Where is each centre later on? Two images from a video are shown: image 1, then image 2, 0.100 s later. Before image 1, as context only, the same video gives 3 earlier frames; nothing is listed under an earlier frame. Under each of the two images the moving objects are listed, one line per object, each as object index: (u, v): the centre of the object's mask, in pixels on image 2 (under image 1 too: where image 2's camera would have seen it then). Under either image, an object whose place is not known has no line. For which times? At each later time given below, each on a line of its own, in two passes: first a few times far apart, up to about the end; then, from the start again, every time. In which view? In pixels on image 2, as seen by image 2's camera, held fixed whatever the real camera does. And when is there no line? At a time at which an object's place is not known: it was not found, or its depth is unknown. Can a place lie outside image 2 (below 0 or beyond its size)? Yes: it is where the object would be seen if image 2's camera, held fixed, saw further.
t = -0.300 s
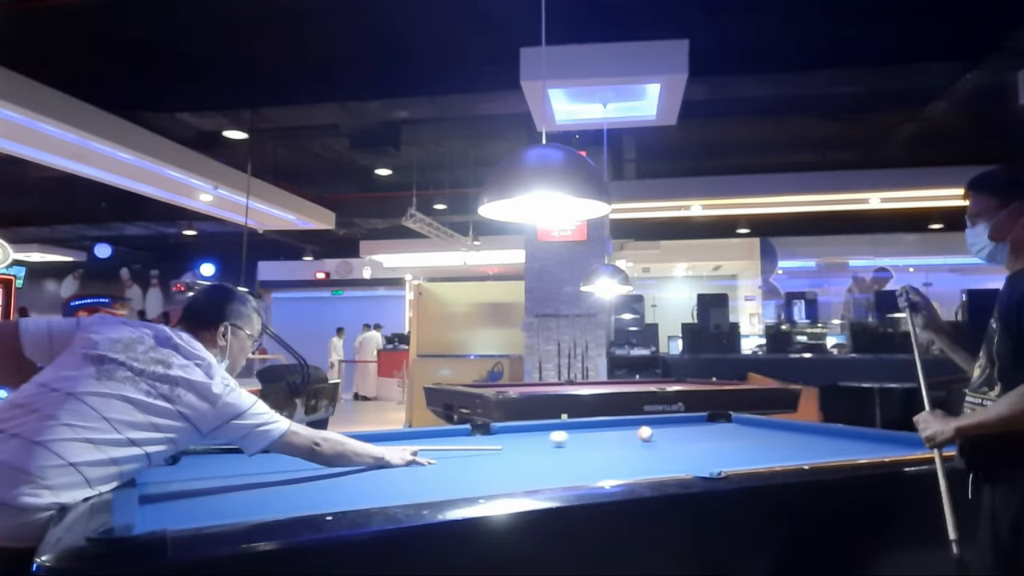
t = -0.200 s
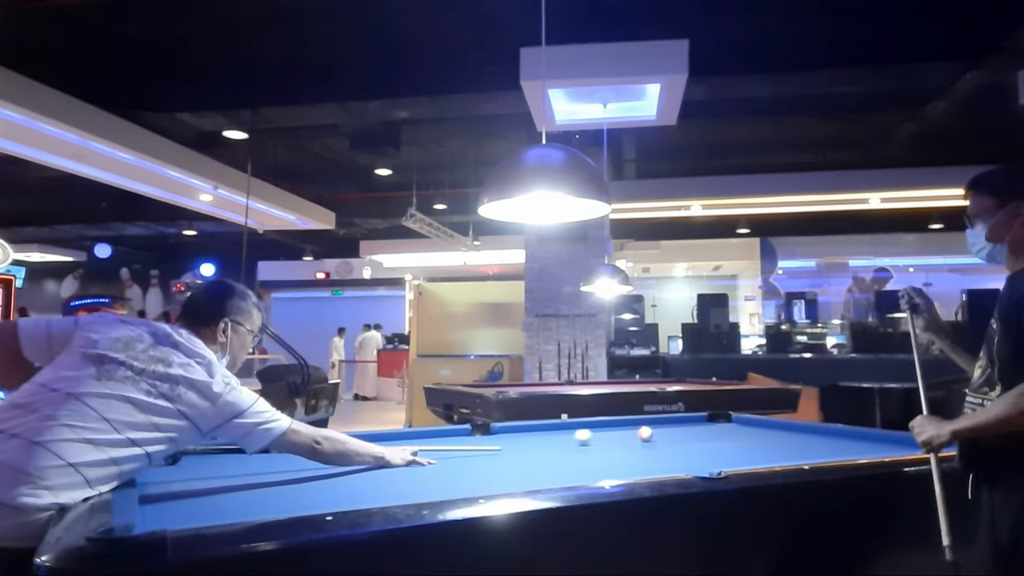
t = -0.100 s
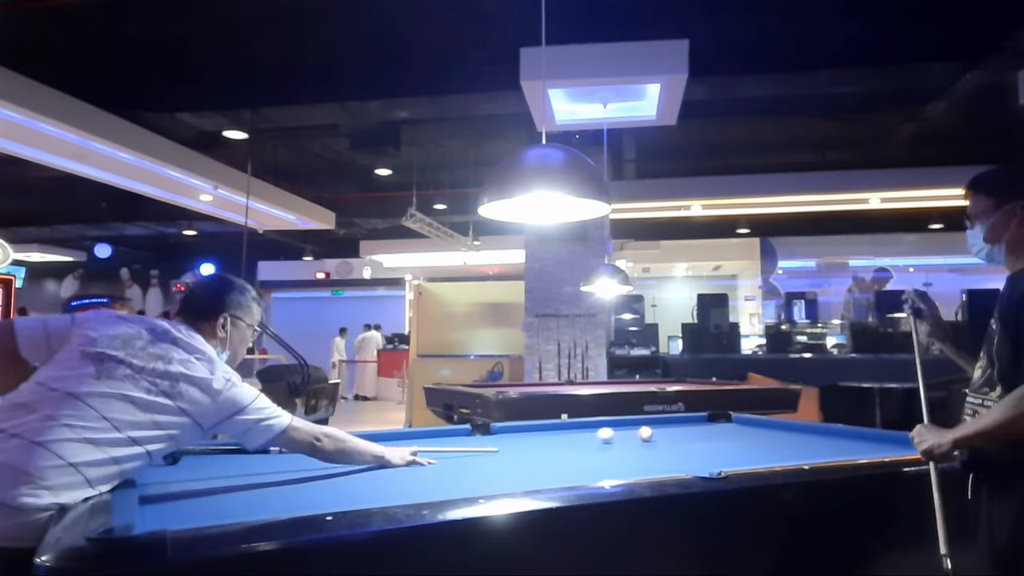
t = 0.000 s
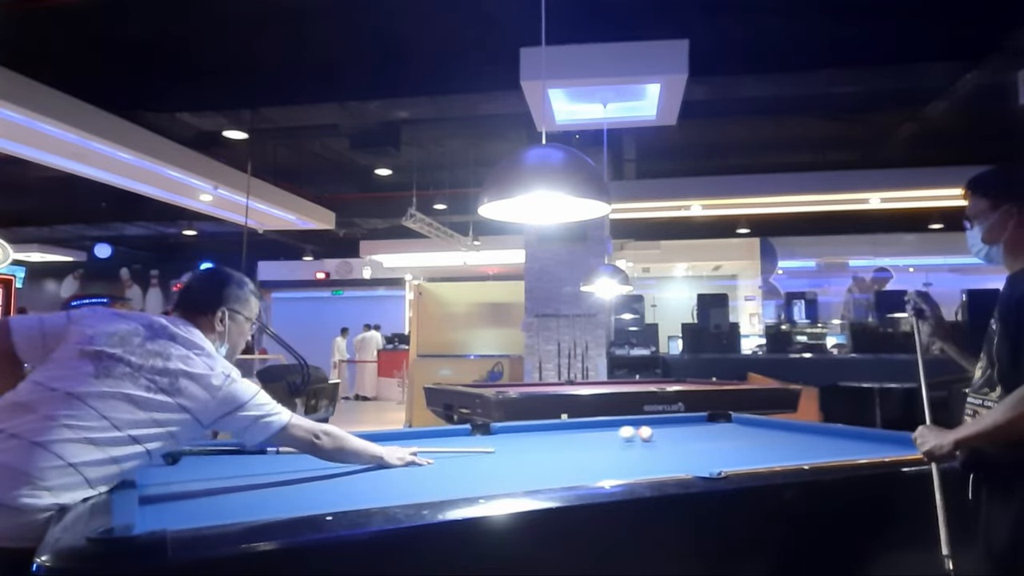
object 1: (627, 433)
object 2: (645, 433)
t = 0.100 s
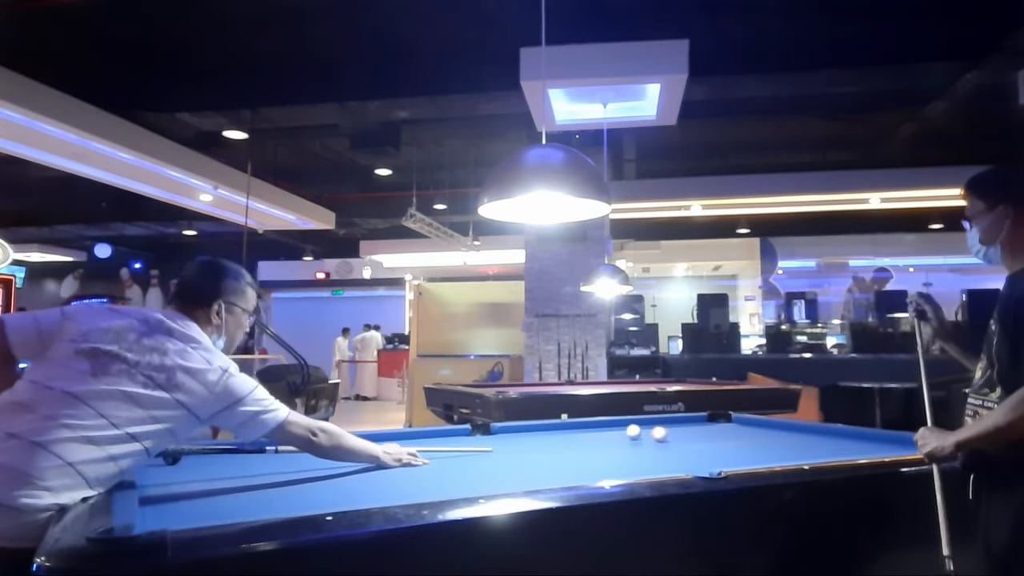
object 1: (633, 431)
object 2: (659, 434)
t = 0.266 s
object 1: (642, 428)
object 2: (681, 434)
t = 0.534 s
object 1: (654, 425)
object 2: (716, 434)
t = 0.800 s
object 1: (664, 422)
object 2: (749, 435)
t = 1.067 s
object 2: (780, 436)
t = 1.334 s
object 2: (809, 436)
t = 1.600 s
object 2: (837, 436)
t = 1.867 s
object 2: (863, 437)
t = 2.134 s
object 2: (886, 437)
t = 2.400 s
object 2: (895, 438)
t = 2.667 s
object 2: (892, 439)
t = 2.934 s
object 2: (891, 440)
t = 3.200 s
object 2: (890, 441)
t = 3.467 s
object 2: (889, 441)
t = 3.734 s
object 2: (888, 442)
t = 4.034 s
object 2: (887, 441)
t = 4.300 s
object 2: (887, 441)
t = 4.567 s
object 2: (886, 441)
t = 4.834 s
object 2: (886, 441)
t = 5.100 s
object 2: (886, 441)
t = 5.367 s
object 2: (886, 441)
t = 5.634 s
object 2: (886, 441)
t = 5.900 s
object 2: (887, 441)
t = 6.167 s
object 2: (887, 442)
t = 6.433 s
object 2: (887, 441)
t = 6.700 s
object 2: (886, 441)
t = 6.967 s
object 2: (886, 441)
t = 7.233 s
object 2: (886, 441)
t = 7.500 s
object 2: (886, 441)
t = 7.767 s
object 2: (886, 441)
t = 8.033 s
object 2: (886, 441)
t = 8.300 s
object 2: (886, 441)
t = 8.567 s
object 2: (886, 441)
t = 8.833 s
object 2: (886, 441)
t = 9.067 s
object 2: (886, 442)
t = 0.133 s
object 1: (635, 431)
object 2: (664, 434)
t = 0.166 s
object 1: (637, 430)
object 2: (668, 434)
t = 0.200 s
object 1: (638, 430)
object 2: (673, 434)
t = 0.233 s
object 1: (640, 429)
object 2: (677, 434)
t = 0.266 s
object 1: (642, 428)
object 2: (681, 434)
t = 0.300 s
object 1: (643, 428)
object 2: (686, 434)
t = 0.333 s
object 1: (645, 428)
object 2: (691, 434)
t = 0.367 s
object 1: (646, 427)
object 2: (694, 434)
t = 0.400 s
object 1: (648, 427)
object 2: (699, 434)
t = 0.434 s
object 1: (649, 426)
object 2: (703, 434)
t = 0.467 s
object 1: (651, 426)
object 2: (707, 434)
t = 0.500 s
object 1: (652, 425)
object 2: (712, 434)
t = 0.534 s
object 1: (654, 425)
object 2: (716, 434)
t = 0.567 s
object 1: (655, 424)
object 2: (720, 434)
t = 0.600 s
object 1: (656, 424)
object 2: (724, 434)
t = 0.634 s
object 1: (658, 424)
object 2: (728, 434)
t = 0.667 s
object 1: (659, 423)
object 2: (733, 435)
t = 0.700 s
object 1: (660, 423)
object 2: (737, 434)
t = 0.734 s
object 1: (662, 422)
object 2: (741, 435)
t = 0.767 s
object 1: (663, 422)
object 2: (745, 435)
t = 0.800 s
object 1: (664, 422)
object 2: (749, 435)
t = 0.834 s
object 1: (665, 421)
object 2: (753, 435)
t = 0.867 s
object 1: (667, 421)
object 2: (757, 435)
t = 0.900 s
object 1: (668, 421)
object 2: (761, 435)
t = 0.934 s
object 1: (669, 420)
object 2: (765, 436)
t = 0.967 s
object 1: (670, 420)
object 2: (769, 436)
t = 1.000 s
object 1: (671, 419)
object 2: (773, 436)
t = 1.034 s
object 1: (673, 419)
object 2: (776, 436)
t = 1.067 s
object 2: (780, 436)
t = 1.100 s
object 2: (784, 436)
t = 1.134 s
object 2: (788, 436)
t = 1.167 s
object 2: (792, 436)
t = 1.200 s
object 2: (795, 436)
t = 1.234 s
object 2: (799, 436)
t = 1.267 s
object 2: (802, 436)
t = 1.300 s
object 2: (806, 436)
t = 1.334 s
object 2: (809, 436)
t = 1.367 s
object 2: (813, 436)
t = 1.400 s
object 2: (817, 436)
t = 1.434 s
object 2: (820, 436)
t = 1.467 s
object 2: (823, 436)
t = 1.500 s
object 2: (827, 436)
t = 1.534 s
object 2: (830, 436)
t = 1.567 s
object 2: (834, 436)
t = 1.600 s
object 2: (837, 436)
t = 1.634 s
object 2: (841, 437)
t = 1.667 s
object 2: (844, 437)
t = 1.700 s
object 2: (847, 437)
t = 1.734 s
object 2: (850, 437)
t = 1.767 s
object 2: (854, 437)
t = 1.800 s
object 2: (856, 437)
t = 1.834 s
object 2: (860, 437)
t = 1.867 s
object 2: (863, 437)
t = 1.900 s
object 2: (866, 437)
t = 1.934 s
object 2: (869, 437)
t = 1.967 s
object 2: (871, 437)
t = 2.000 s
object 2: (874, 437)
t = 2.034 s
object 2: (878, 437)
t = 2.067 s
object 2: (881, 437)
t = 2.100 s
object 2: (883, 437)
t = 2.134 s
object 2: (886, 437)
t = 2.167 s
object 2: (889, 437)
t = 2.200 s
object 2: (892, 437)
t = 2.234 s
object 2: (894, 437)
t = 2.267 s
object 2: (895, 437)
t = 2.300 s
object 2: (895, 437)
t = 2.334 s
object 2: (895, 438)
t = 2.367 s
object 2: (895, 438)
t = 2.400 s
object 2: (895, 438)
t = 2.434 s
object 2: (894, 438)
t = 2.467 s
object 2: (894, 438)
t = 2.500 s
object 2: (894, 438)
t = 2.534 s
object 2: (893, 438)
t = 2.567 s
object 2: (893, 438)
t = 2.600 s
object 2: (893, 439)
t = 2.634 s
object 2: (893, 439)
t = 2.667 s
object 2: (892, 439)
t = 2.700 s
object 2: (892, 439)
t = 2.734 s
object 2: (893, 439)
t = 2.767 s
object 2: (892, 439)
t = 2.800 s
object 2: (892, 439)
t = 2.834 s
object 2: (892, 439)
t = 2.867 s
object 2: (891, 439)
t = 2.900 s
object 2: (891, 439)
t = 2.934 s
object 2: (891, 440)
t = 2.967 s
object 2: (891, 440)
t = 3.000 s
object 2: (891, 440)
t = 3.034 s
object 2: (890, 440)
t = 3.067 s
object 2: (890, 440)
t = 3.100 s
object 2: (890, 440)
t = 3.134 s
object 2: (891, 440)
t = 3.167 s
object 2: (890, 440)
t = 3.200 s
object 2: (890, 441)
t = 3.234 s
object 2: (890, 441)
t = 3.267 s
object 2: (890, 441)
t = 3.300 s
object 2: (890, 441)
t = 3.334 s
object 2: (889, 441)
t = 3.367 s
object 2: (889, 441)
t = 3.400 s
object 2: (889, 441)
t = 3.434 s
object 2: (889, 441)
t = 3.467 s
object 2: (889, 441)
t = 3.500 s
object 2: (889, 441)
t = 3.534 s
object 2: (889, 441)
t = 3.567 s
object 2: (888, 442)
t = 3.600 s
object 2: (888, 441)
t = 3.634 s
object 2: (888, 442)
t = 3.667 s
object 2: (888, 442)
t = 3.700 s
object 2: (888, 441)
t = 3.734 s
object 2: (888, 442)
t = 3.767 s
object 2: (888, 441)
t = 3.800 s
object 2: (887, 442)
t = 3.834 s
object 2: (888, 441)
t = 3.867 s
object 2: (887, 442)
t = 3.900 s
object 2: (887, 441)
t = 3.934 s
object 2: (887, 442)
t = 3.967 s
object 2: (887, 442)
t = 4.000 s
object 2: (887, 441)
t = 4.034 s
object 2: (887, 441)
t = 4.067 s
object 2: (886, 442)
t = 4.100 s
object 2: (886, 442)
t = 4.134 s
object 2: (887, 441)
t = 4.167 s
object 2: (887, 441)
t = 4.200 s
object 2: (886, 441)
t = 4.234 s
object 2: (886, 441)
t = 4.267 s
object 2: (887, 441)
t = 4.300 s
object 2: (887, 441)
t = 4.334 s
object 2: (886, 441)
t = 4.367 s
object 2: (886, 441)
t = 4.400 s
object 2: (887, 441)
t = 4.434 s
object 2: (887, 441)
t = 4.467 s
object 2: (886, 441)
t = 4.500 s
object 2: (886, 441)
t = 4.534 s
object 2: (887, 441)
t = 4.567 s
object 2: (886, 441)
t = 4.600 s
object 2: (886, 441)
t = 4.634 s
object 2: (887, 441)
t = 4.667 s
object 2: (886, 442)
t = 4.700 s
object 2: (887, 441)
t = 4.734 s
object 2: (886, 441)
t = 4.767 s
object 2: (887, 441)
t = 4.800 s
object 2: (886, 441)
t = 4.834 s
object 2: (886, 441)
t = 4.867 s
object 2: (887, 441)
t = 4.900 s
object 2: (886, 441)
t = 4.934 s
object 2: (887, 441)
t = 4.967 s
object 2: (886, 441)
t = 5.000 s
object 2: (887, 441)
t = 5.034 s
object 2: (886, 442)
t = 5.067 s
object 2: (886, 441)
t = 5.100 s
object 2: (886, 441)
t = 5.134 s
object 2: (886, 441)
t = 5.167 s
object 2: (886, 441)
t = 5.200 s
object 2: (886, 441)
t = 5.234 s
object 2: (886, 441)
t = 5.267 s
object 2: (886, 441)
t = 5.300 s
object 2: (886, 441)
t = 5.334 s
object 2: (886, 441)
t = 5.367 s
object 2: (886, 441)
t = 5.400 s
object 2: (886, 441)
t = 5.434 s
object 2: (886, 441)
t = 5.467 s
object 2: (886, 441)
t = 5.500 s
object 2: (886, 441)
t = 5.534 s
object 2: (886, 441)
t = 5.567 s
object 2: (886, 441)
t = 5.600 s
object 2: (886, 441)
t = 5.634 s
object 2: (886, 441)
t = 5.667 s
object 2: (886, 441)
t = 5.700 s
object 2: (886, 441)
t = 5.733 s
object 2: (887, 441)
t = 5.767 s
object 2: (886, 442)
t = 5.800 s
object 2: (886, 442)
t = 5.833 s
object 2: (886, 442)
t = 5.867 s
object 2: (886, 442)
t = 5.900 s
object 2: (887, 441)
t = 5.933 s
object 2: (887, 441)
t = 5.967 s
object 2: (887, 441)
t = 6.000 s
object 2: (887, 442)
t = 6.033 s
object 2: (887, 442)
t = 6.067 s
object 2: (887, 442)
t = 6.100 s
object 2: (887, 442)
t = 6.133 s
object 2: (887, 442)
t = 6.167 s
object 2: (887, 442)
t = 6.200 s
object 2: (887, 442)
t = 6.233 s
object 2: (886, 442)
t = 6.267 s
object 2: (887, 442)
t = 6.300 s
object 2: (887, 442)
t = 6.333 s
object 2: (887, 441)
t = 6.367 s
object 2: (887, 442)
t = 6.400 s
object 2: (887, 441)
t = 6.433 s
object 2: (887, 441)
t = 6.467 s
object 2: (887, 441)
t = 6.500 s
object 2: (887, 442)
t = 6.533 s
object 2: (886, 441)
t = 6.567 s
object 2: (886, 441)
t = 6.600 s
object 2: (887, 441)
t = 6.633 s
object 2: (886, 441)
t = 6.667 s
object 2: (887, 441)
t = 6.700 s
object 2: (886, 441)
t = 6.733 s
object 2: (886, 441)
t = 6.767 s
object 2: (887, 441)
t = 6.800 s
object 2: (886, 441)
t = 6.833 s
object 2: (886, 441)
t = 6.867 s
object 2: (886, 441)
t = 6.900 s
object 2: (886, 441)
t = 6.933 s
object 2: (887, 441)
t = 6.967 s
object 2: (886, 441)
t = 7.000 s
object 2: (887, 441)
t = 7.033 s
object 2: (886, 441)
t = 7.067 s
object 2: (886, 441)
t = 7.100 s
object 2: (886, 441)
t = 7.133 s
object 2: (886, 441)
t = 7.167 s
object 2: (886, 441)
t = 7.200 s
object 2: (886, 441)
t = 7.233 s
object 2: (886, 441)
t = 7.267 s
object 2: (886, 441)
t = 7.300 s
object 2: (886, 441)
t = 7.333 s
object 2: (886, 441)
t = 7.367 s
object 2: (886, 441)
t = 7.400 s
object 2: (886, 441)
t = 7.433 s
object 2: (886, 441)
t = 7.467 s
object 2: (886, 441)
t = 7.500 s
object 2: (886, 441)
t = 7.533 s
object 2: (886, 441)
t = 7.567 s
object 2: (886, 441)
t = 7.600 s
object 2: (886, 441)
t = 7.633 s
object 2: (886, 441)
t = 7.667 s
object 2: (886, 441)
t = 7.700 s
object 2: (886, 441)
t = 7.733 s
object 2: (886, 441)
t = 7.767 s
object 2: (886, 441)
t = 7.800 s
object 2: (886, 441)
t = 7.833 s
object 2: (886, 441)
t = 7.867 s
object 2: (886, 441)
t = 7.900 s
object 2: (886, 441)
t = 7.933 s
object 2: (886, 441)
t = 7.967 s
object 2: (886, 441)
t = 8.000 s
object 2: (886, 441)
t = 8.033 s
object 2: (886, 441)
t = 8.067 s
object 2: (886, 441)
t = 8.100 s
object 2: (886, 441)
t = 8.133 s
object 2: (886, 441)
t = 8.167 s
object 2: (886, 441)
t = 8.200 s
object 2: (886, 441)
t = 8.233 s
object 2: (886, 441)
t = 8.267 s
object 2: (886, 441)
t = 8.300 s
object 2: (886, 441)
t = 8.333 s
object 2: (886, 441)
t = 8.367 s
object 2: (886, 441)
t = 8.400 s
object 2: (886, 441)
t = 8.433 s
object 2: (886, 441)
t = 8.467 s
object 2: (886, 441)
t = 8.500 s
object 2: (886, 441)
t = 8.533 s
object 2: (886, 441)
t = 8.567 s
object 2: (886, 441)
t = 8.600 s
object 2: (886, 441)
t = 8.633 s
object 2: (886, 441)
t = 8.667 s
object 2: (886, 441)
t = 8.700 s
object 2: (886, 441)
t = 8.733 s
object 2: (886, 441)
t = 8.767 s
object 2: (886, 441)
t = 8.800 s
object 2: (886, 441)
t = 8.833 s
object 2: (886, 441)
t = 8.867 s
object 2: (886, 441)
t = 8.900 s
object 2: (886, 441)
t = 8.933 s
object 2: (886, 441)
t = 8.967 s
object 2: (886, 441)
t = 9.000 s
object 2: (886, 442)
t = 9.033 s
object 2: (886, 442)
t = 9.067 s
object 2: (886, 442)
